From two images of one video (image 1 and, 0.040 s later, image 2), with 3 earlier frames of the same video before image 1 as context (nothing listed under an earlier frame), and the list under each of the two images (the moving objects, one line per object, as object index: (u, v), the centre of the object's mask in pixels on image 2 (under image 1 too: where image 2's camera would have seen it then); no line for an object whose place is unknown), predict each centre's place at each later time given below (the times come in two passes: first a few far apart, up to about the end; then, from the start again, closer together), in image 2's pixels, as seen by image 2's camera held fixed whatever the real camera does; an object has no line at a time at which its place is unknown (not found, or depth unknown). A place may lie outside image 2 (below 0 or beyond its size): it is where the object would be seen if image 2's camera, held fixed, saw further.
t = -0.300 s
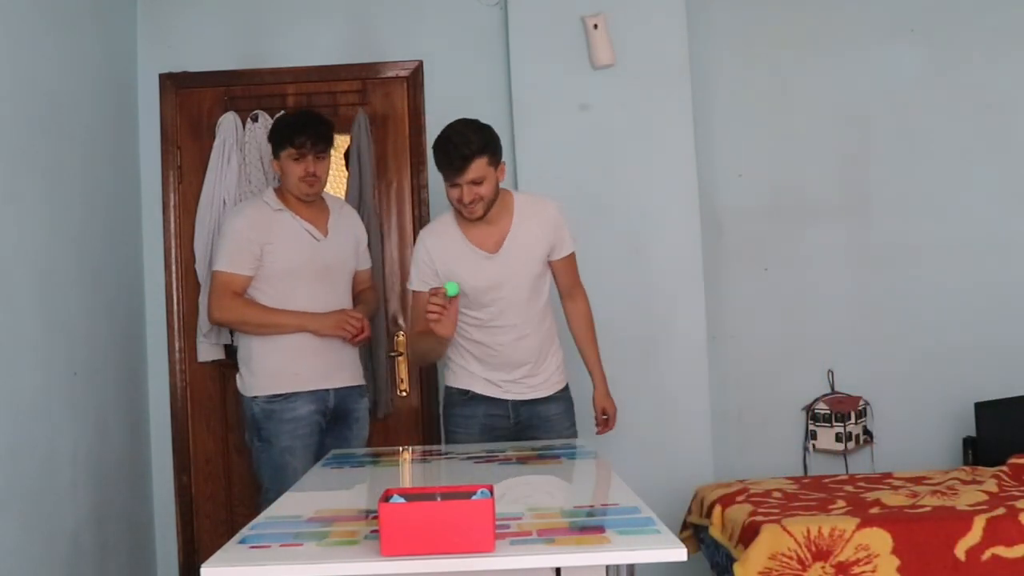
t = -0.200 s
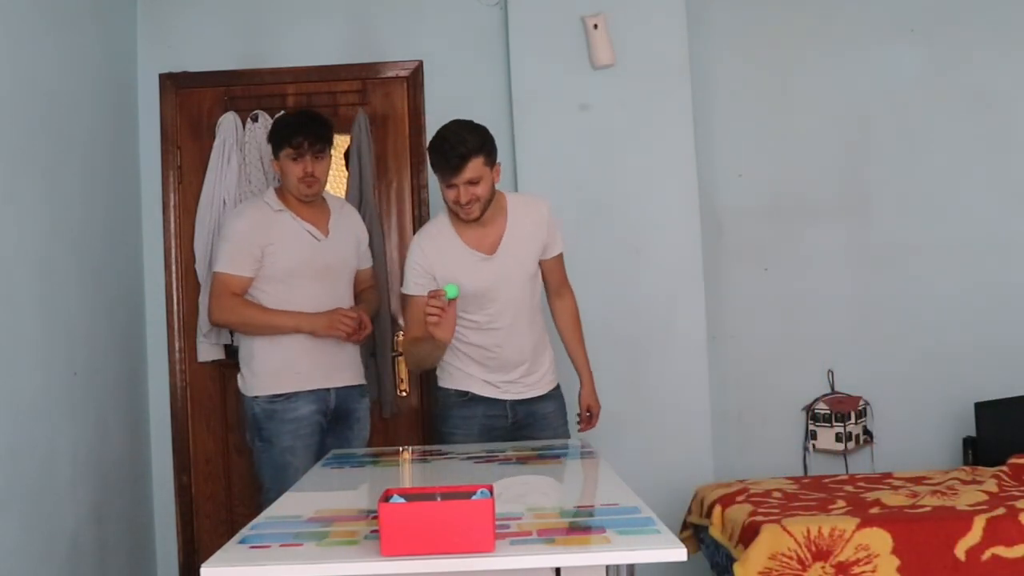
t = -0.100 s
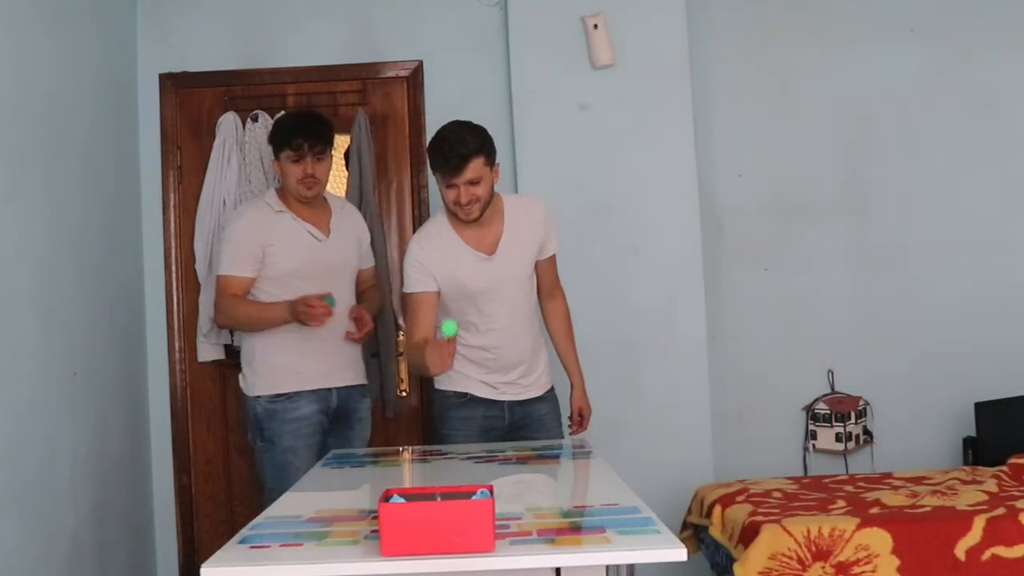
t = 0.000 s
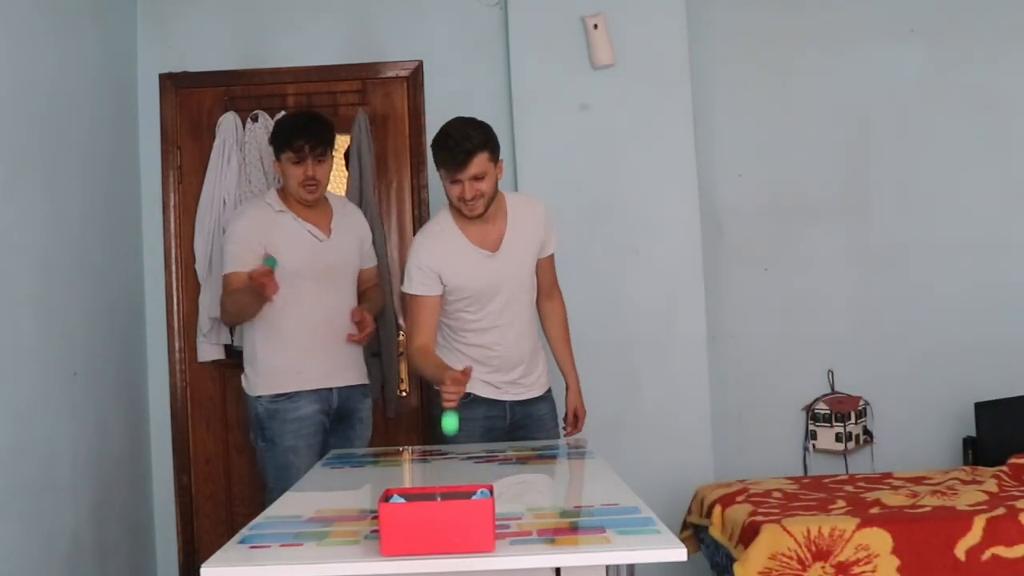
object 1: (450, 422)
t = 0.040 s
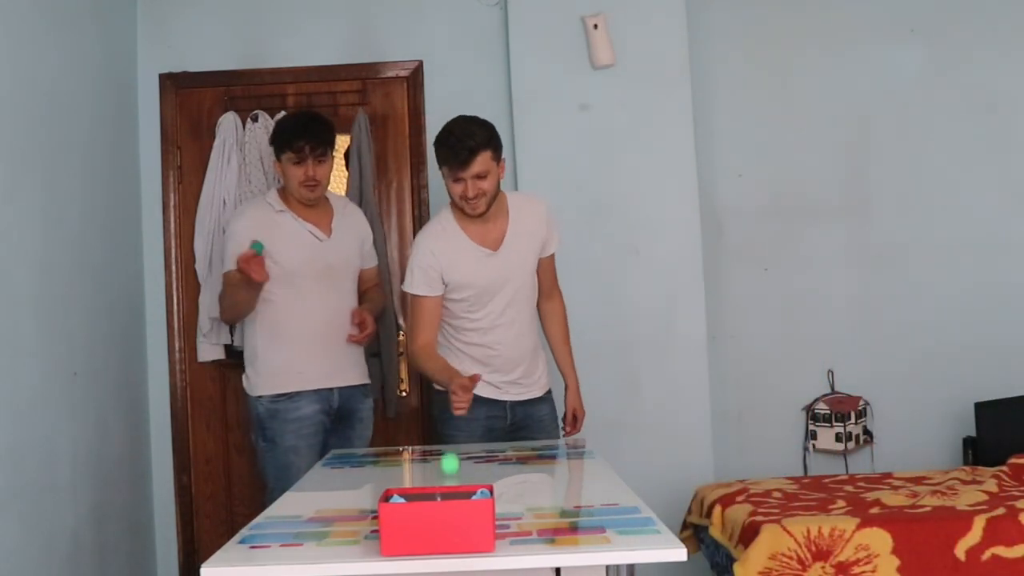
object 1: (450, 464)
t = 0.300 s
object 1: (433, 350)
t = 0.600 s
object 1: (420, 434)
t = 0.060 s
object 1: (448, 444)
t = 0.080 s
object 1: (447, 428)
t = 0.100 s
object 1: (445, 412)
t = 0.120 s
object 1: (444, 398)
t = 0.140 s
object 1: (442, 386)
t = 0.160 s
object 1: (441, 375)
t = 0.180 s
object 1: (440, 366)
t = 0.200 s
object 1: (438, 358)
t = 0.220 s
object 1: (437, 353)
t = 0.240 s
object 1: (436, 349)
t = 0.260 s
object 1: (434, 347)
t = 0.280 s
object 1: (434, 348)
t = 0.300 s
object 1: (433, 350)
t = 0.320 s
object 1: (432, 354)
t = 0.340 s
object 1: (431, 361)
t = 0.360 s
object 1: (431, 369)
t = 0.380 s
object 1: (430, 379)
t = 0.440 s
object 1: (429, 425)
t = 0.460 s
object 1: (428, 445)
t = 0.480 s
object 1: (428, 467)
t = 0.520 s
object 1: (427, 481)
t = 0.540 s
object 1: (426, 471)
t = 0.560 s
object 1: (423, 457)
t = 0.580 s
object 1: (422, 445)
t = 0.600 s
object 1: (420, 434)
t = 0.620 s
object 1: (419, 426)
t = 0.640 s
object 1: (417, 419)
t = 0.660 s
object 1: (416, 415)
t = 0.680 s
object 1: (415, 413)
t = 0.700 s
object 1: (414, 414)
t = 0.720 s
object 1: (413, 416)
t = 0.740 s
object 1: (412, 421)
